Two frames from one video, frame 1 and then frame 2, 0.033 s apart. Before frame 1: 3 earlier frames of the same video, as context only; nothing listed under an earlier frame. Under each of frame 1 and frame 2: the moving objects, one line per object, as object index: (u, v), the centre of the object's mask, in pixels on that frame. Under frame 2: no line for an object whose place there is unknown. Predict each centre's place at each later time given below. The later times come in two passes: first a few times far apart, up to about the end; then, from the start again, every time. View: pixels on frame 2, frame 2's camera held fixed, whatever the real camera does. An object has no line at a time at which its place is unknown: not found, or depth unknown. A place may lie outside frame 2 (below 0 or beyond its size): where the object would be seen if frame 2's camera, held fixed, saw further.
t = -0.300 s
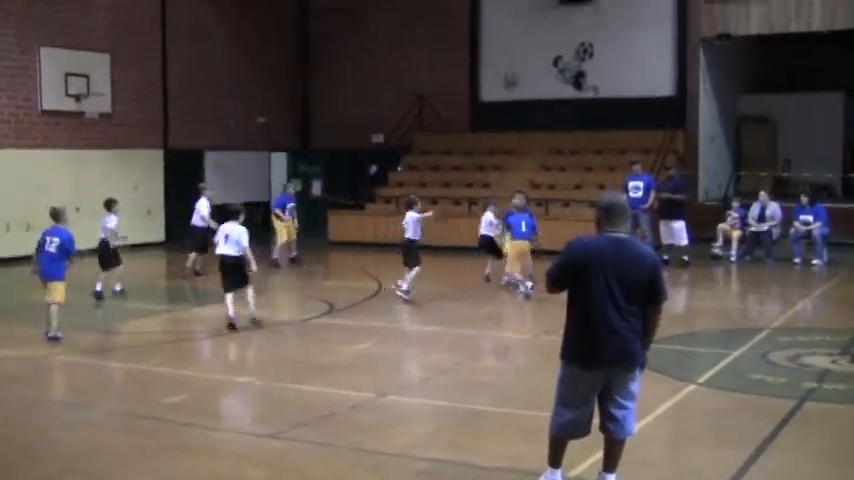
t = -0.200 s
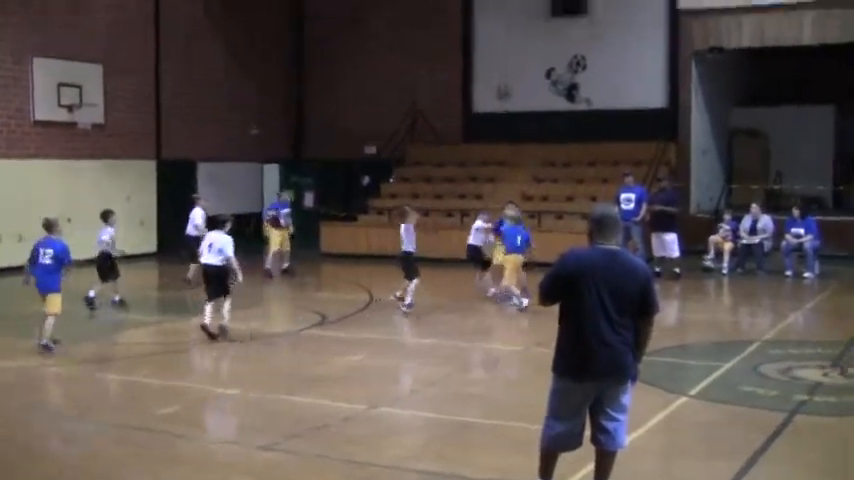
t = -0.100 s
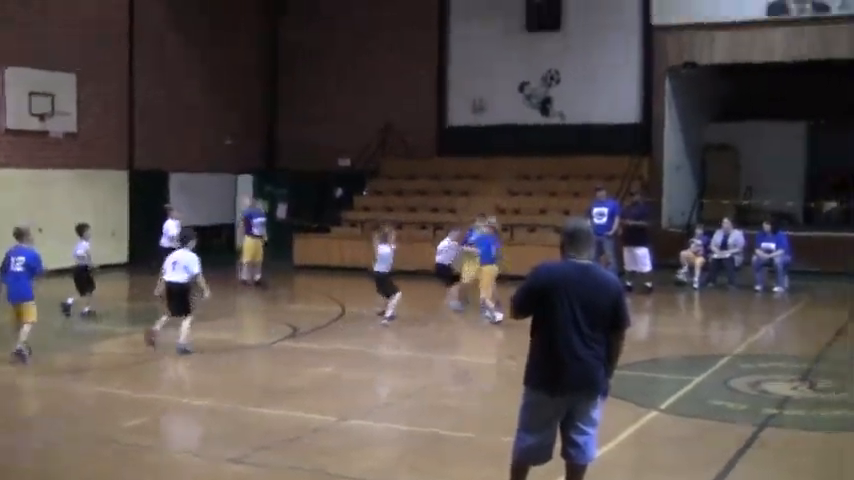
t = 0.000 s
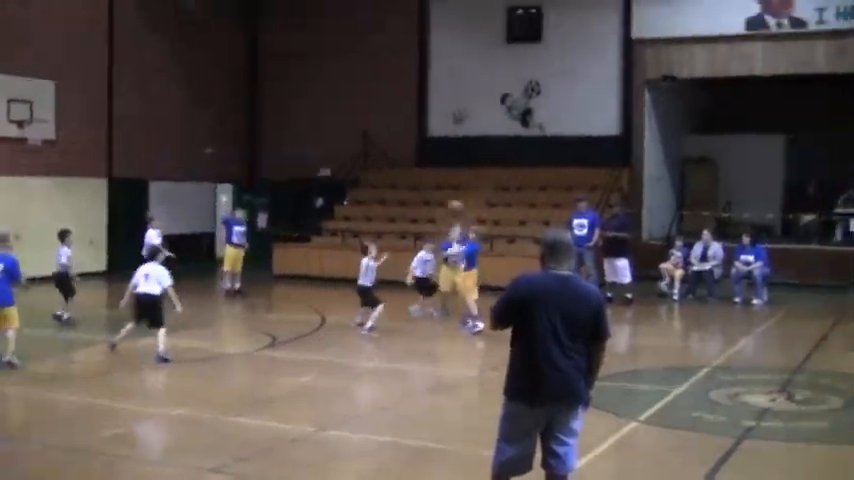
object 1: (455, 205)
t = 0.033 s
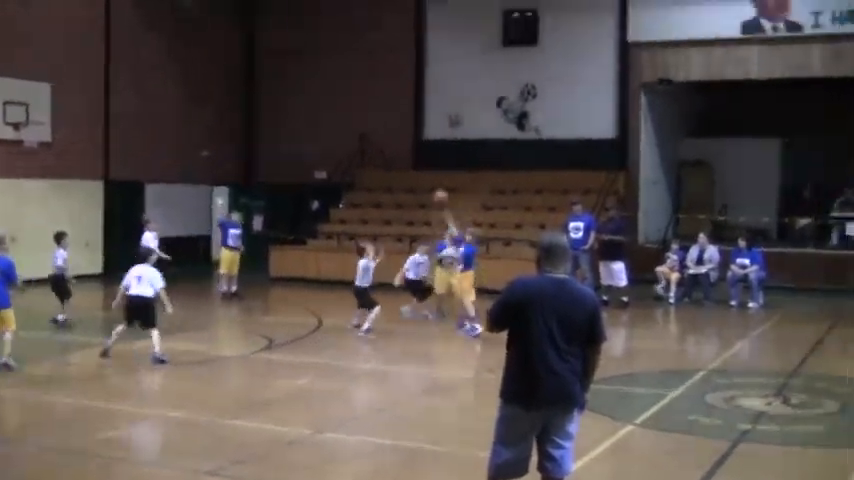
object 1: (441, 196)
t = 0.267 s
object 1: (351, 126)
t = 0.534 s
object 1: (239, 91)
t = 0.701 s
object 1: (161, 98)
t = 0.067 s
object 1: (428, 183)
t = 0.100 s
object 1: (416, 172)
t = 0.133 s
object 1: (404, 162)
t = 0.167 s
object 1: (391, 153)
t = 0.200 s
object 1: (378, 144)
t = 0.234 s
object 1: (365, 135)
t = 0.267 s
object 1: (351, 126)
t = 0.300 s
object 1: (338, 119)
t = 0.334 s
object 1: (324, 112)
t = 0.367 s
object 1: (311, 107)
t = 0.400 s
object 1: (297, 103)
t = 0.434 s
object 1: (282, 98)
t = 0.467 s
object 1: (267, 94)
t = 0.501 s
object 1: (253, 94)
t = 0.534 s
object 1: (239, 91)
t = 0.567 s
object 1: (224, 90)
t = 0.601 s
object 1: (209, 91)
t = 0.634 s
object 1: (195, 93)
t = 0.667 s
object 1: (178, 96)
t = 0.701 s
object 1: (161, 98)
